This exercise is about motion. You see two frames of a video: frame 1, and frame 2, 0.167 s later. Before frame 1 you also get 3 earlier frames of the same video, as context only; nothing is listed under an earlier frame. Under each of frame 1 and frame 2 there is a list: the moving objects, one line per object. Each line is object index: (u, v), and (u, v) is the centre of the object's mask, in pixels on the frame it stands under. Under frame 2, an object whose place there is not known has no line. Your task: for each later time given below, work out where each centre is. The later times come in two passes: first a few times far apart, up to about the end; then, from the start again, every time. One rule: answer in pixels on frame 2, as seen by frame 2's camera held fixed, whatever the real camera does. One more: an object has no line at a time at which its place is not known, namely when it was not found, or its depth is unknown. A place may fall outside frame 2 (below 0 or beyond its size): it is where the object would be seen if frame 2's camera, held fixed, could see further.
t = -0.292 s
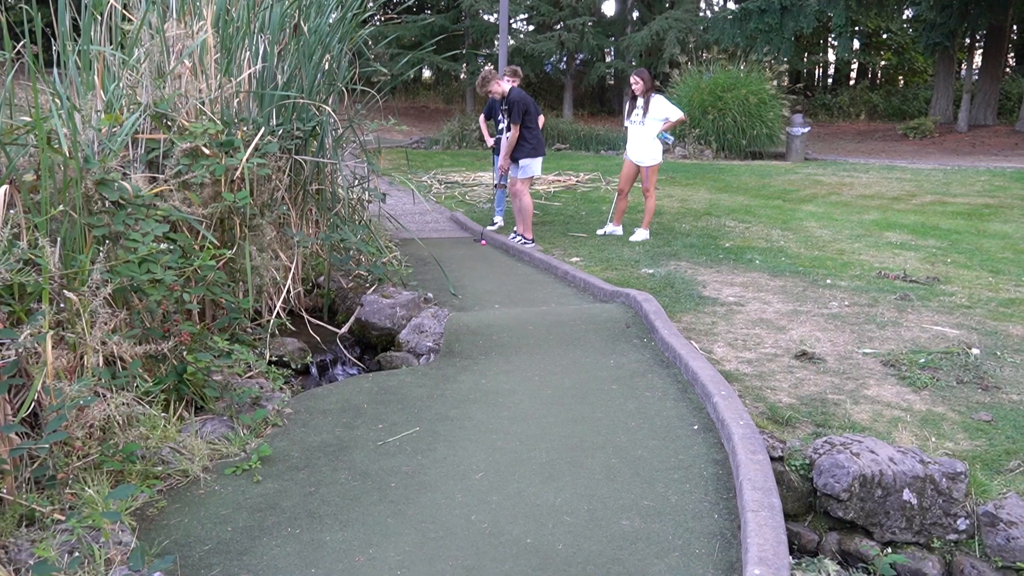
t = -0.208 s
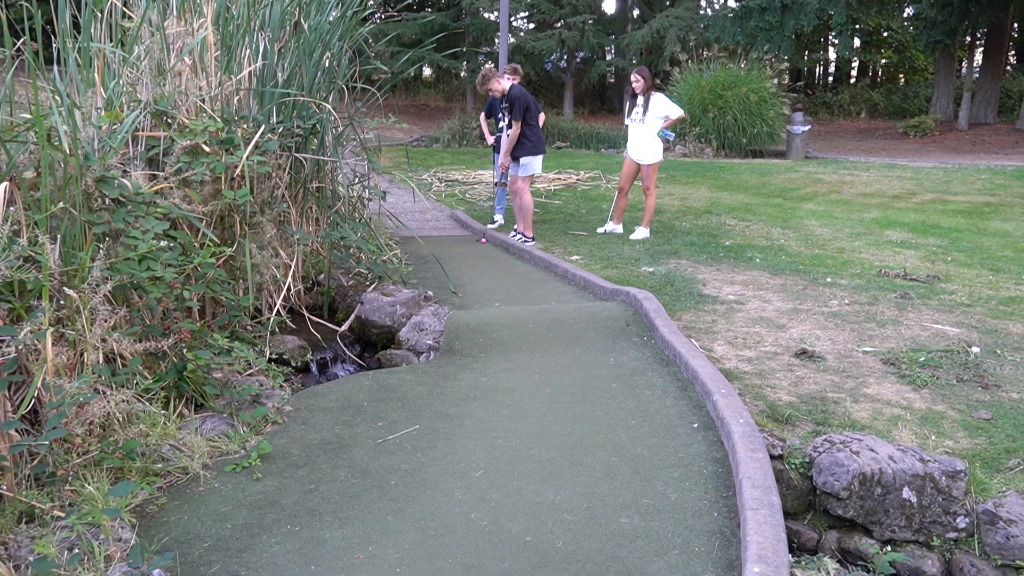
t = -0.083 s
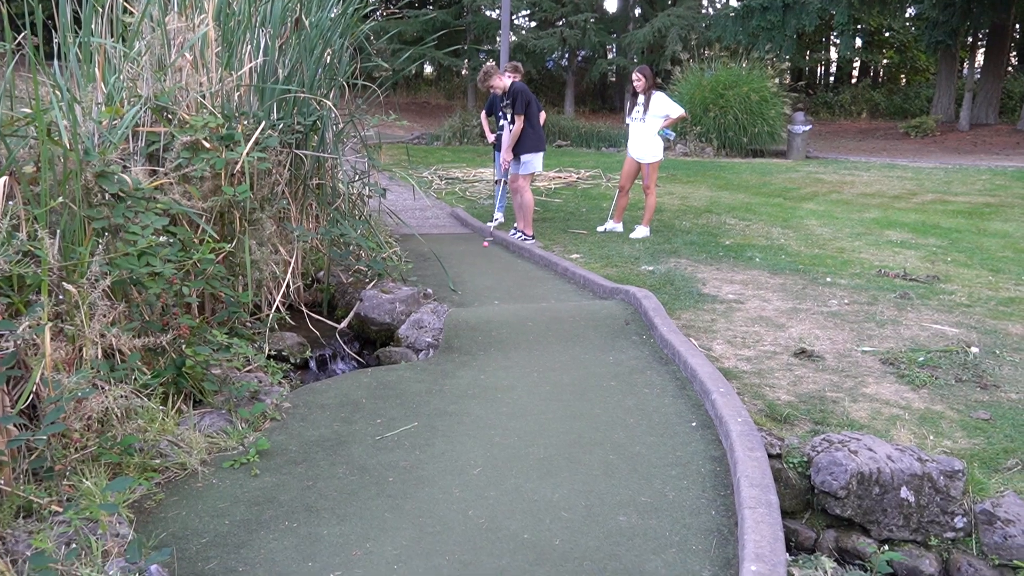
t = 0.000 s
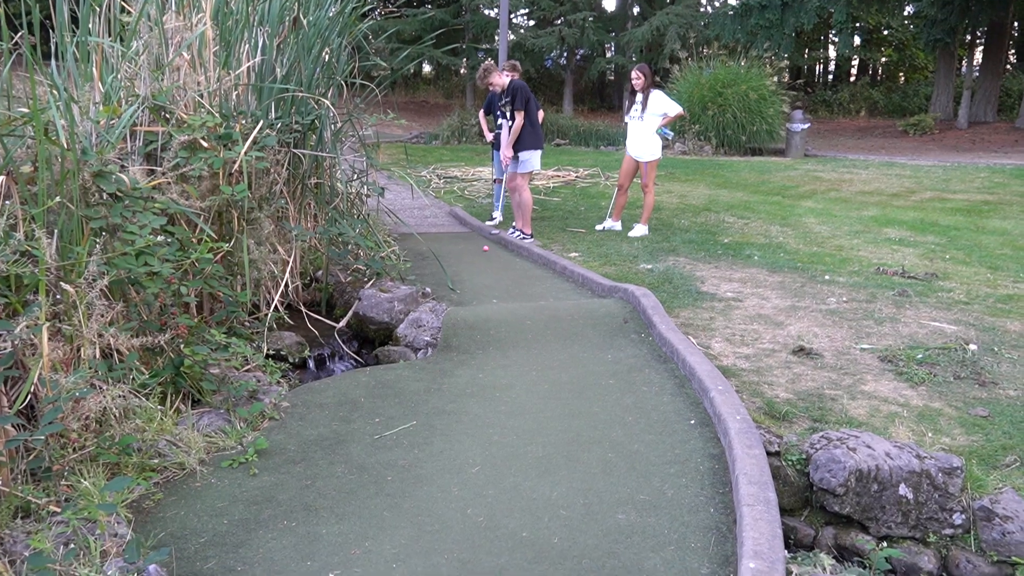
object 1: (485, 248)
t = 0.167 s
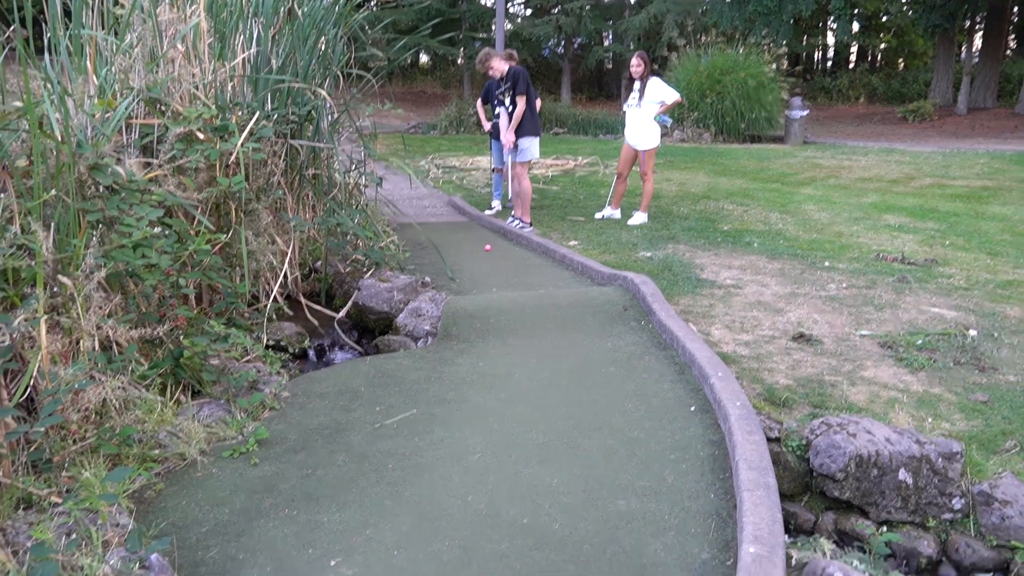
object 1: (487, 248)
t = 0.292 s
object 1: (489, 256)
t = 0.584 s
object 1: (493, 276)
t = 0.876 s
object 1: (497, 293)
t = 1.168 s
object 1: (501, 329)
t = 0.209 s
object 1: (488, 251)
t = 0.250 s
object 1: (488, 253)
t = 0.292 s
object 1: (489, 256)
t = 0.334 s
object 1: (489, 259)
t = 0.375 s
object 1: (490, 261)
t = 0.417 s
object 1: (491, 263)
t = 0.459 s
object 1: (491, 267)
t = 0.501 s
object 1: (492, 270)
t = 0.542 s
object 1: (492, 273)
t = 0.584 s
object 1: (493, 276)
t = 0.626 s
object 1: (494, 279)
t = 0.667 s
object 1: (495, 283)
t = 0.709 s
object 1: (495, 287)
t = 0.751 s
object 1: (496, 290)
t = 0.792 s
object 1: (497, 292)
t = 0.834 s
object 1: (497, 292)
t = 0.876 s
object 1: (497, 293)
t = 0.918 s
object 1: (498, 294)
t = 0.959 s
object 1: (498, 297)
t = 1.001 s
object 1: (499, 301)
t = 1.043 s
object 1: (499, 306)
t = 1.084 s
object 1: (500, 313)
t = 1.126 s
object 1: (500, 321)
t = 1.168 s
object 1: (501, 329)
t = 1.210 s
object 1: (501, 336)
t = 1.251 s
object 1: (502, 343)
